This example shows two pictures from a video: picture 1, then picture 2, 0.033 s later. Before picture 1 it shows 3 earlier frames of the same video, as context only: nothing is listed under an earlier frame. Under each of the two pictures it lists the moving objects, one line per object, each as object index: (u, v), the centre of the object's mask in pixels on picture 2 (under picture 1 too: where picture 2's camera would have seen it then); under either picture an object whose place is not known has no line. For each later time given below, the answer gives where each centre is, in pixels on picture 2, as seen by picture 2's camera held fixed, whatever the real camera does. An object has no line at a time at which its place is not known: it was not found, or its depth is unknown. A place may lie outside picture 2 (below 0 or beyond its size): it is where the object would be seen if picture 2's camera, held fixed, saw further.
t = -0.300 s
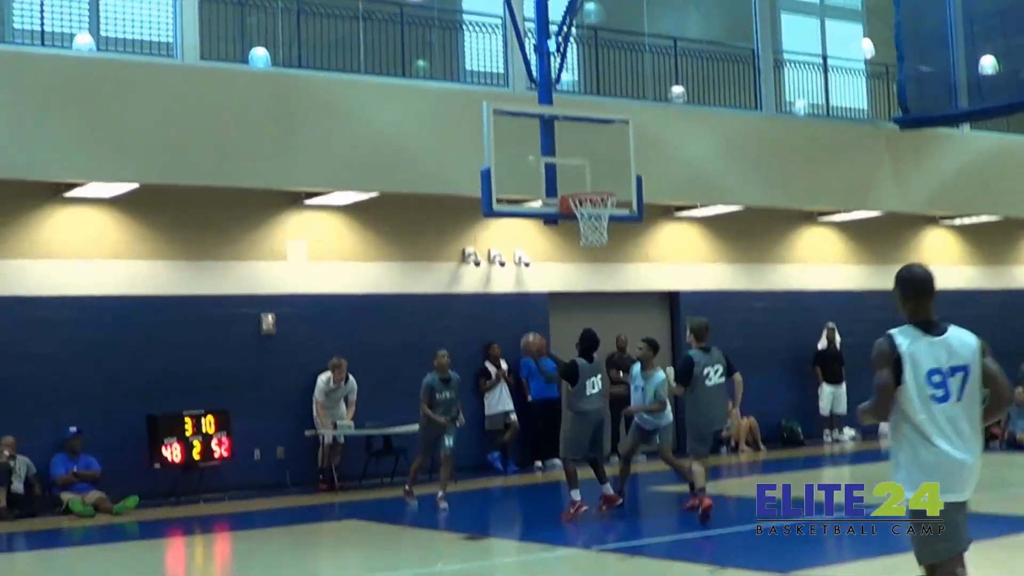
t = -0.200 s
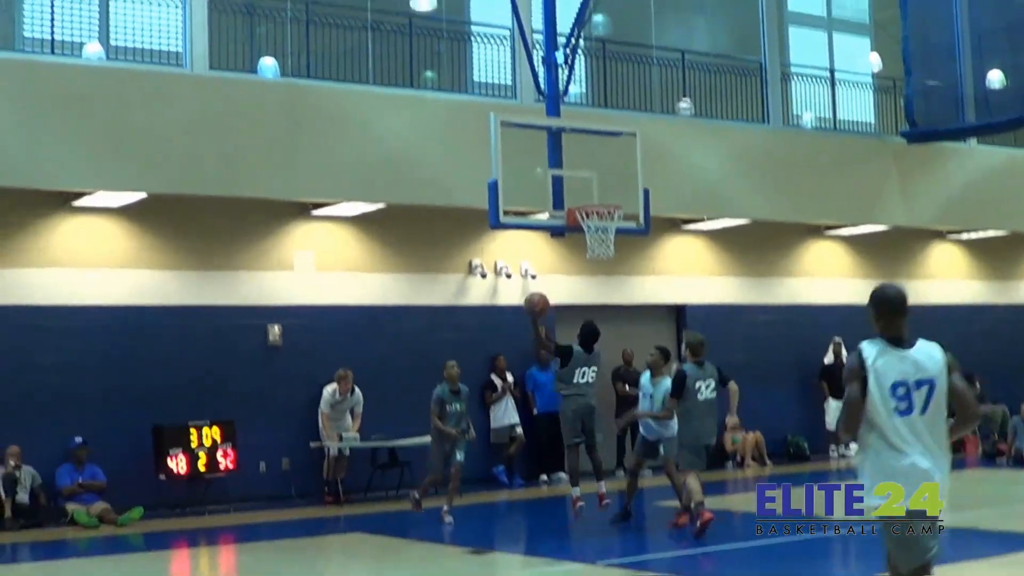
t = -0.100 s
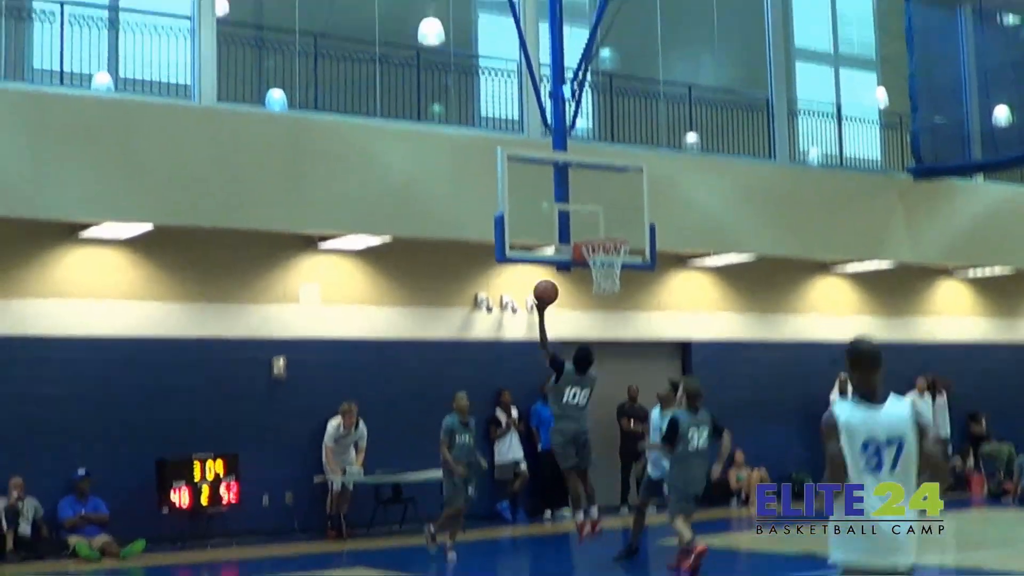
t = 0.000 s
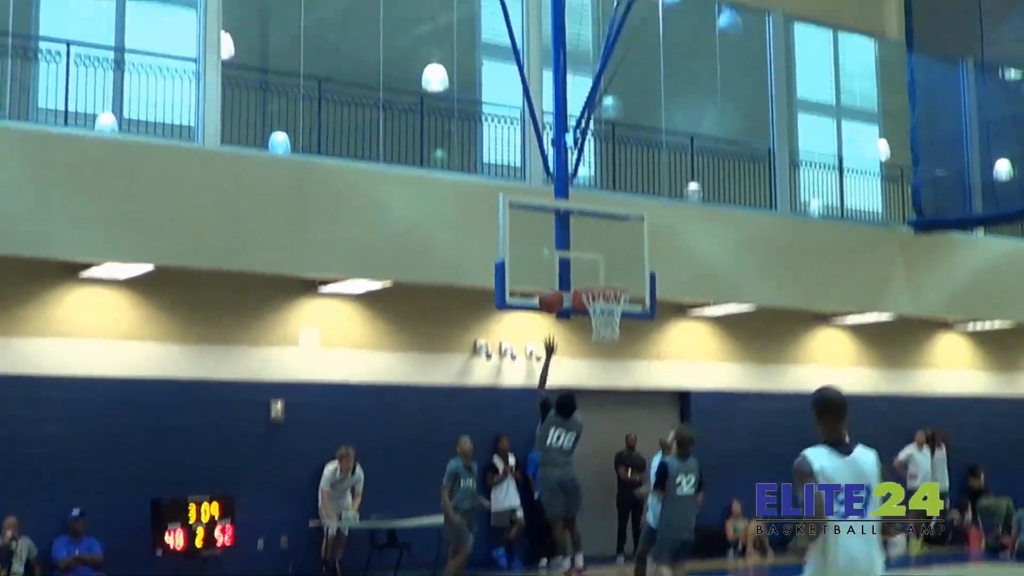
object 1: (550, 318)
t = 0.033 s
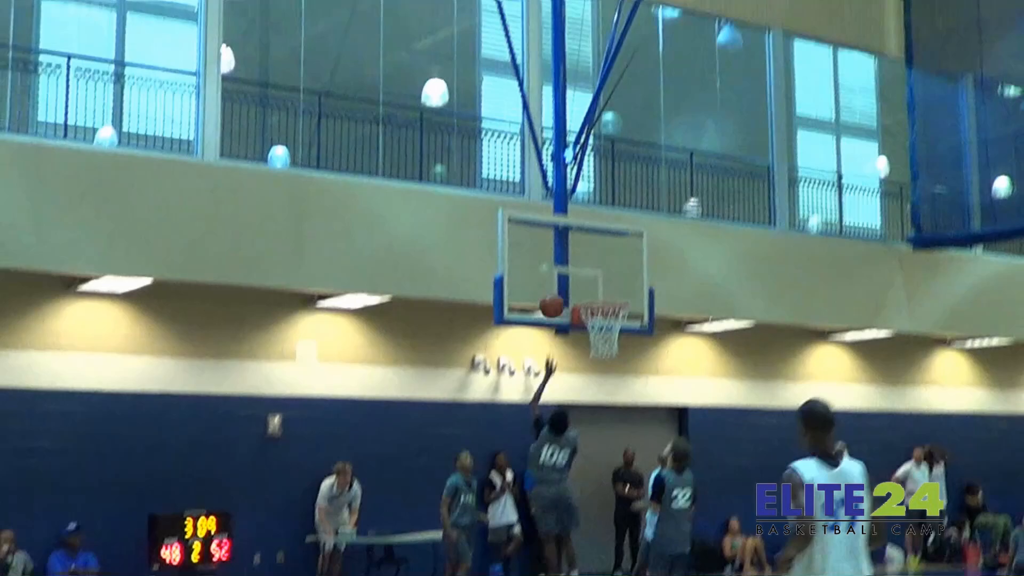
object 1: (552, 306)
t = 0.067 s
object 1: (554, 296)
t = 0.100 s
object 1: (556, 289)
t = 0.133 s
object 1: (558, 283)
